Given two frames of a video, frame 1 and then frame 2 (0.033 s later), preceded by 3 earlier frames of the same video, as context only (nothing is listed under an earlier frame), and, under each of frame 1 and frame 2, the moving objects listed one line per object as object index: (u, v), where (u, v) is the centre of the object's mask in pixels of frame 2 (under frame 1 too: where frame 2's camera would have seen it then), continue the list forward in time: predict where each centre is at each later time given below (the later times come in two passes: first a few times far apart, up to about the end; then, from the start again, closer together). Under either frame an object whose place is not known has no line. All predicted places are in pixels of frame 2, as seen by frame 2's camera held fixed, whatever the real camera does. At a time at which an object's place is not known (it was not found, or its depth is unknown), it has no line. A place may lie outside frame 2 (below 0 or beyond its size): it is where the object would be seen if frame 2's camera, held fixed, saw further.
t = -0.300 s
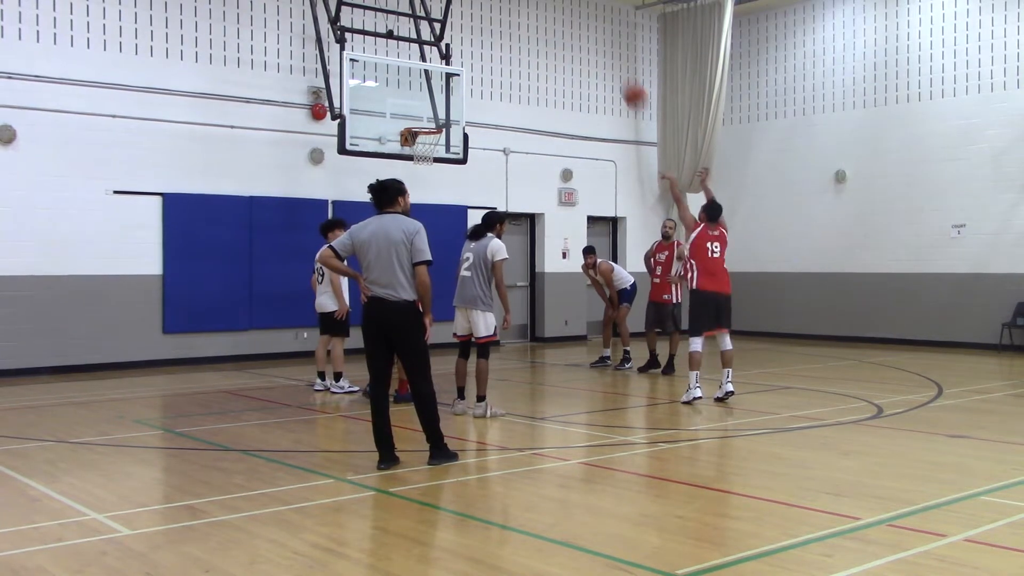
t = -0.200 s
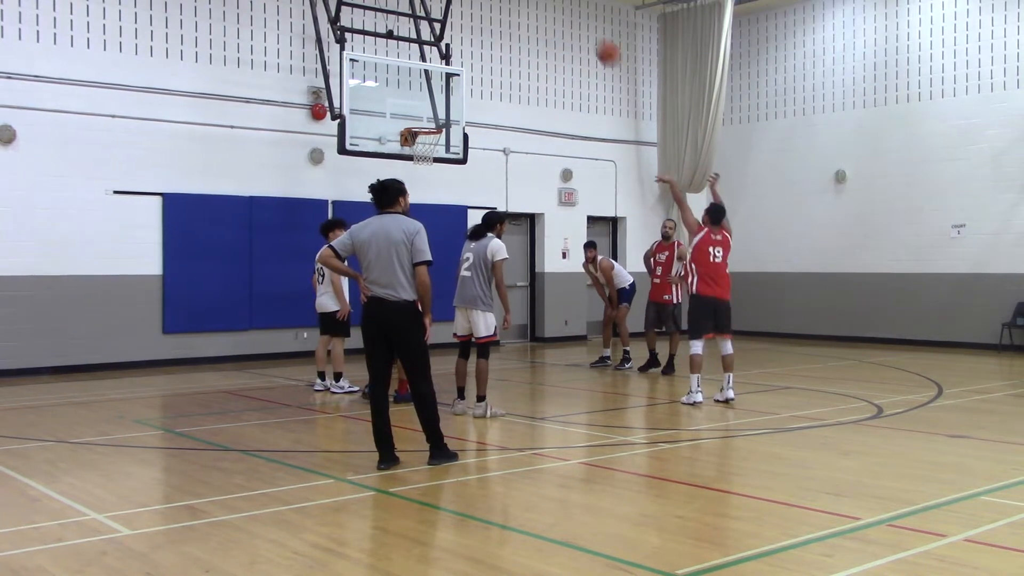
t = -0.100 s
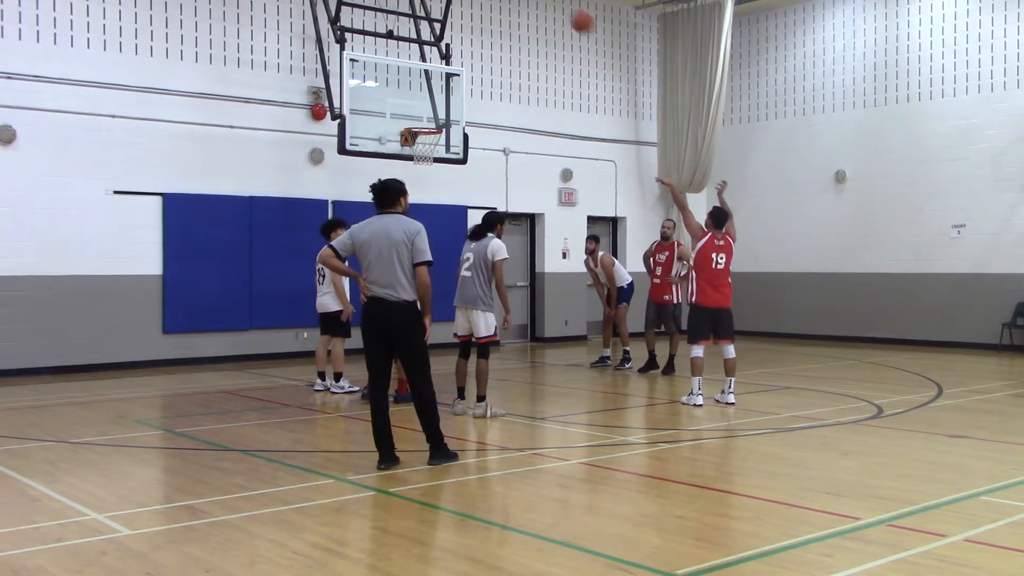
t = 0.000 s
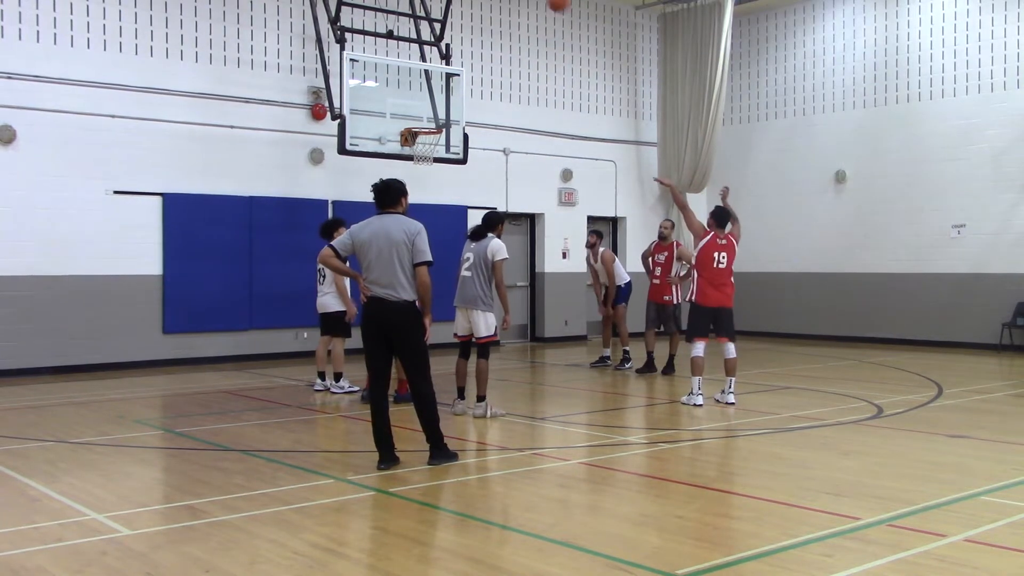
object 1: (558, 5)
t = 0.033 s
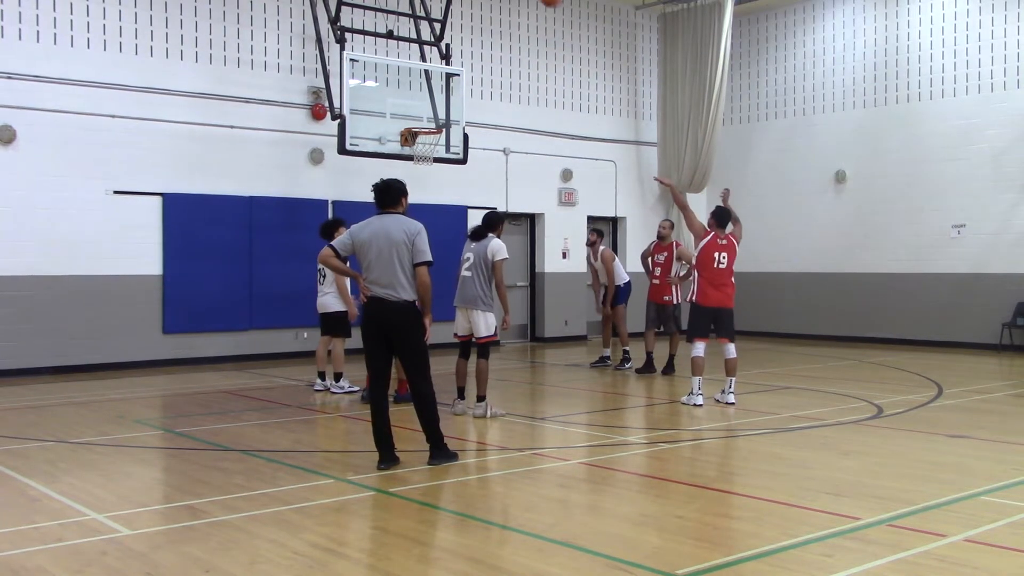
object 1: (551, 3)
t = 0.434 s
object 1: (466, 14)
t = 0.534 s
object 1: (446, 39)
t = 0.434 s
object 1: (466, 14)
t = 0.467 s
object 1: (460, 21)
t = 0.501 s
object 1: (454, 29)
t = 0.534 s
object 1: (446, 39)
